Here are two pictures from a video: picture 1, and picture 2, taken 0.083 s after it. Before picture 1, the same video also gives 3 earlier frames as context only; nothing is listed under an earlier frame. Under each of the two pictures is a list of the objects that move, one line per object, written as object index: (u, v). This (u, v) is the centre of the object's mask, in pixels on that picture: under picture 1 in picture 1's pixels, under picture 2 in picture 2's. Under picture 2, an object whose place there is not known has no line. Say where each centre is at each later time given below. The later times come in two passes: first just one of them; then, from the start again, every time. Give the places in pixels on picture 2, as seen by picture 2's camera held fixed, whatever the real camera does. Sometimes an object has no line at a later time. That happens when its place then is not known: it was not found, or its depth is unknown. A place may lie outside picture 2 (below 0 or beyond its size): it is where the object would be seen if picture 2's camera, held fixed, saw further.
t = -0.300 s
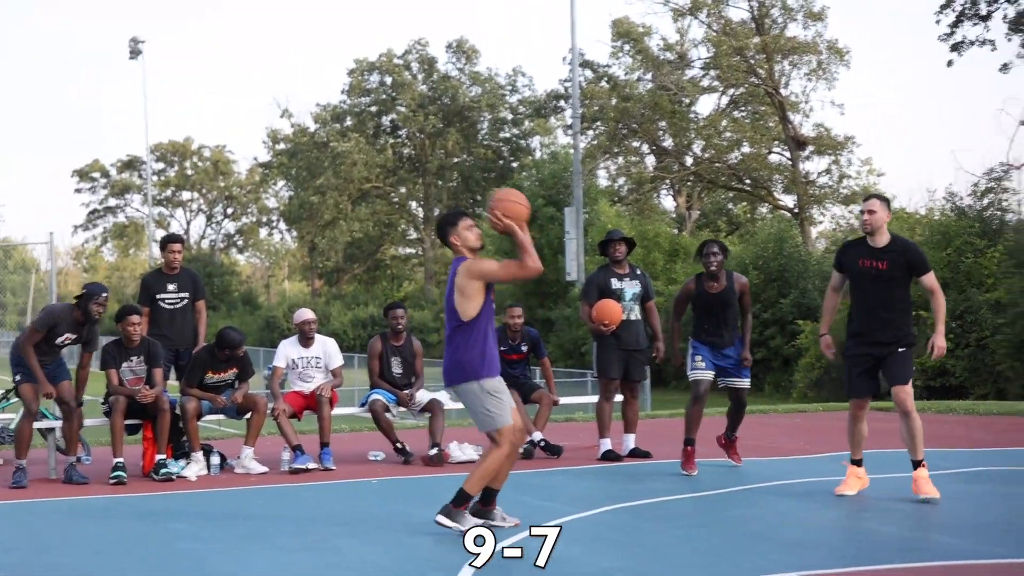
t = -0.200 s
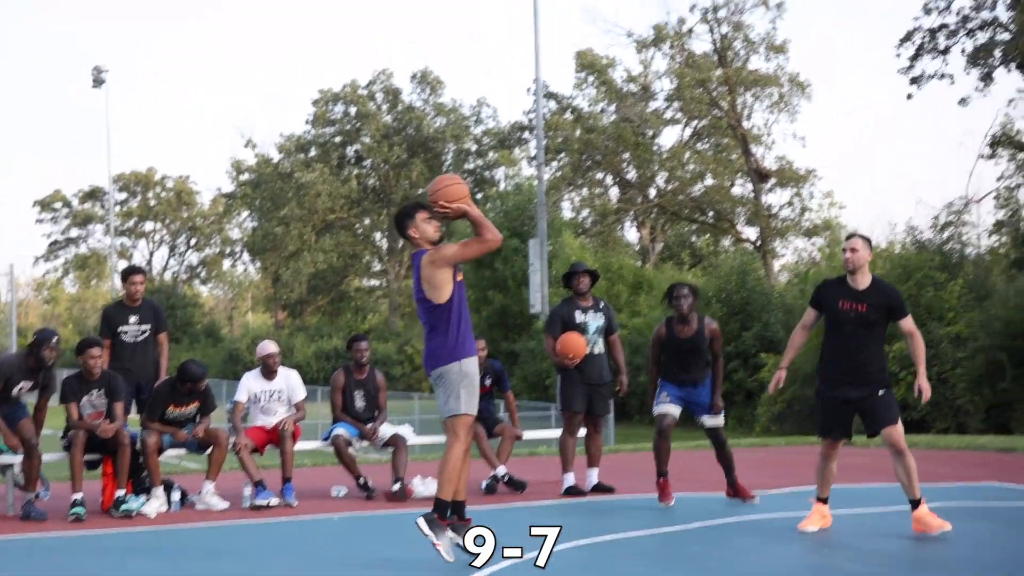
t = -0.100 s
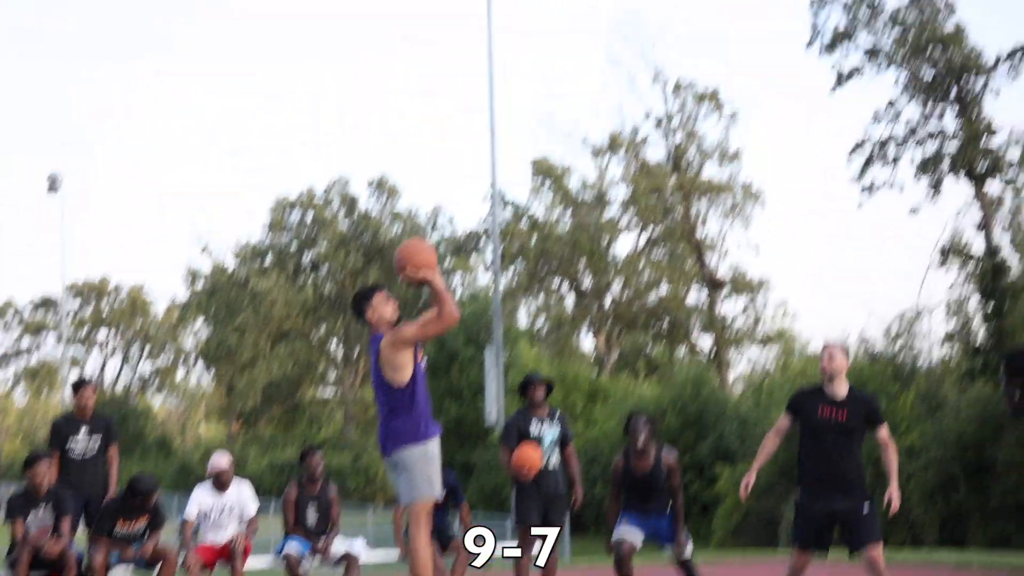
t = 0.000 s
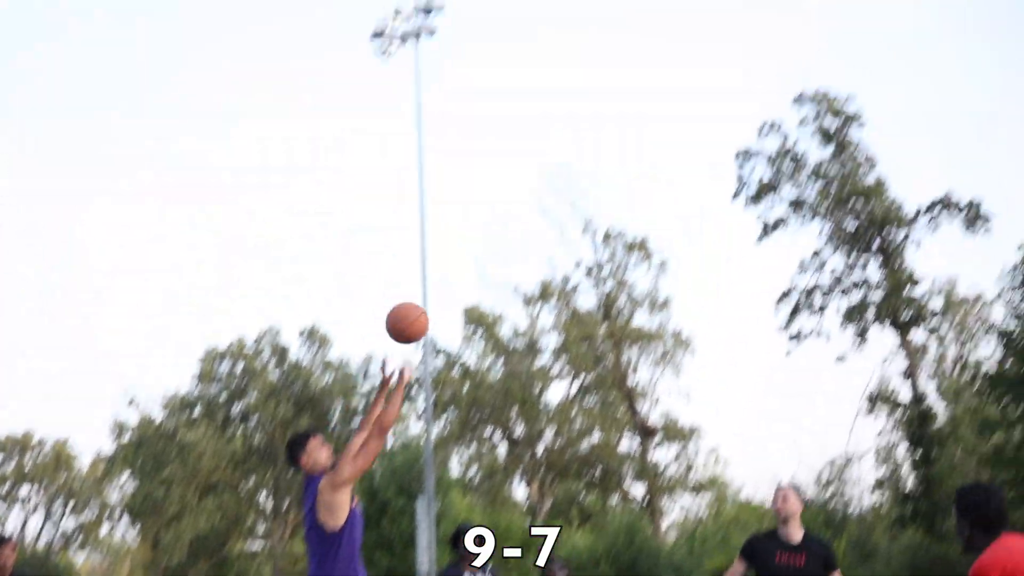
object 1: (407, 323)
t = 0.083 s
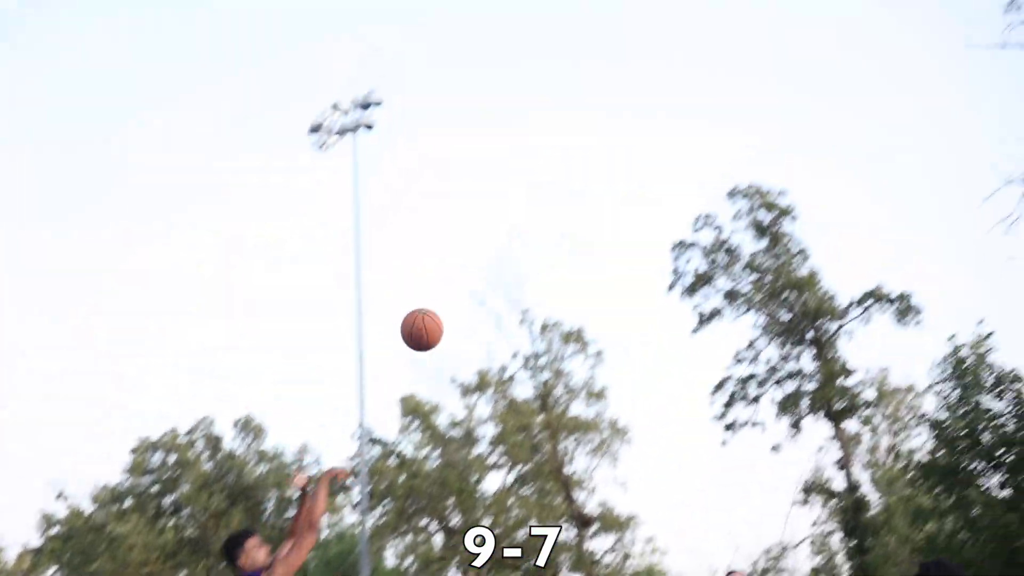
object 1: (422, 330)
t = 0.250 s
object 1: (578, 203)
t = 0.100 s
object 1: (437, 315)
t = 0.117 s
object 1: (453, 301)
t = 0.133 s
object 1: (468, 287)
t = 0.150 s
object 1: (484, 273)
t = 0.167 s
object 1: (499, 260)
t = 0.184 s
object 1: (515, 248)
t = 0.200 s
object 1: (530, 236)
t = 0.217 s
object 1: (546, 225)
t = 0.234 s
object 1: (562, 214)
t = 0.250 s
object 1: (578, 203)
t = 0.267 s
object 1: (594, 192)
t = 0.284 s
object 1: (610, 183)
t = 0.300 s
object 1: (626, 173)
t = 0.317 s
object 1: (643, 165)
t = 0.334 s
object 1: (660, 156)
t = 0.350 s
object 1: (676, 148)
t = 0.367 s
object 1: (692, 140)
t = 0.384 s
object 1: (709, 133)
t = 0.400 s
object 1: (725, 126)
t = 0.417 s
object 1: (742, 119)
